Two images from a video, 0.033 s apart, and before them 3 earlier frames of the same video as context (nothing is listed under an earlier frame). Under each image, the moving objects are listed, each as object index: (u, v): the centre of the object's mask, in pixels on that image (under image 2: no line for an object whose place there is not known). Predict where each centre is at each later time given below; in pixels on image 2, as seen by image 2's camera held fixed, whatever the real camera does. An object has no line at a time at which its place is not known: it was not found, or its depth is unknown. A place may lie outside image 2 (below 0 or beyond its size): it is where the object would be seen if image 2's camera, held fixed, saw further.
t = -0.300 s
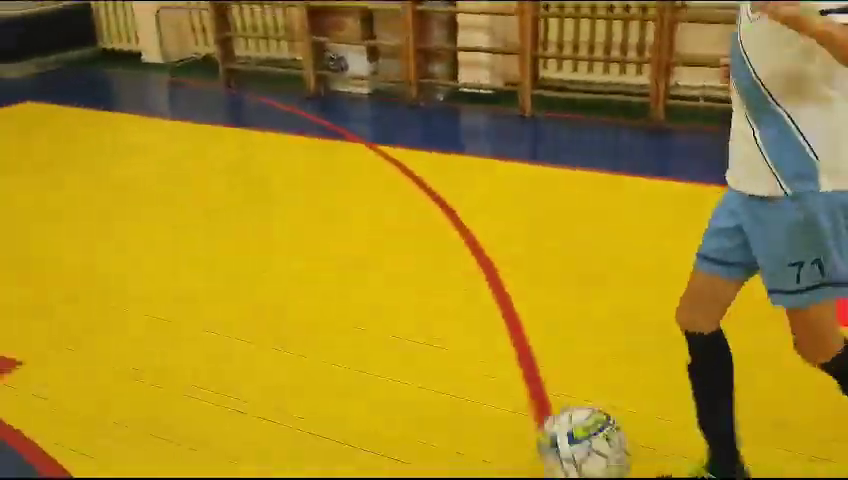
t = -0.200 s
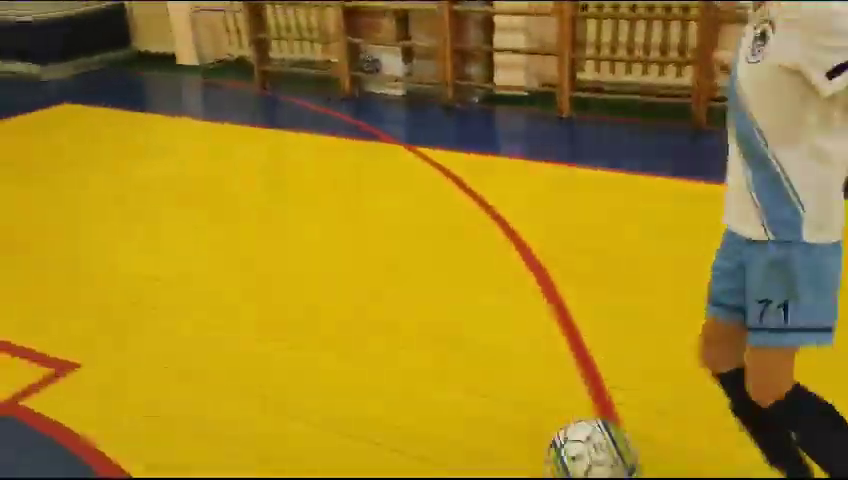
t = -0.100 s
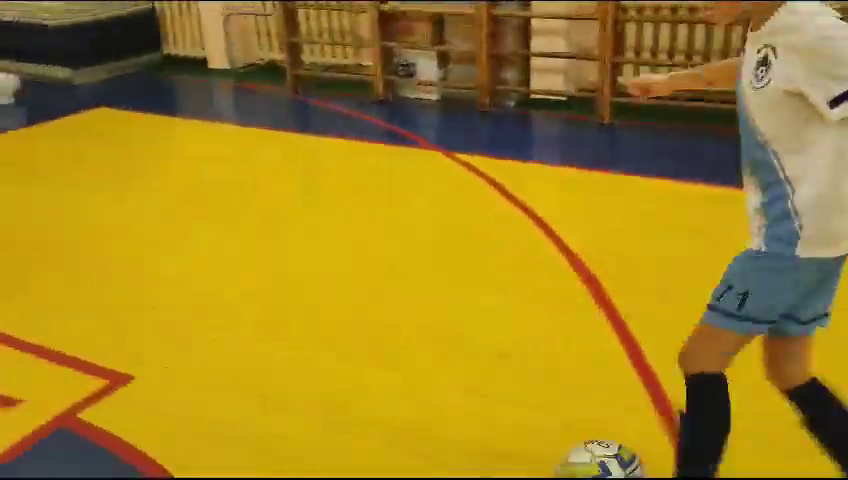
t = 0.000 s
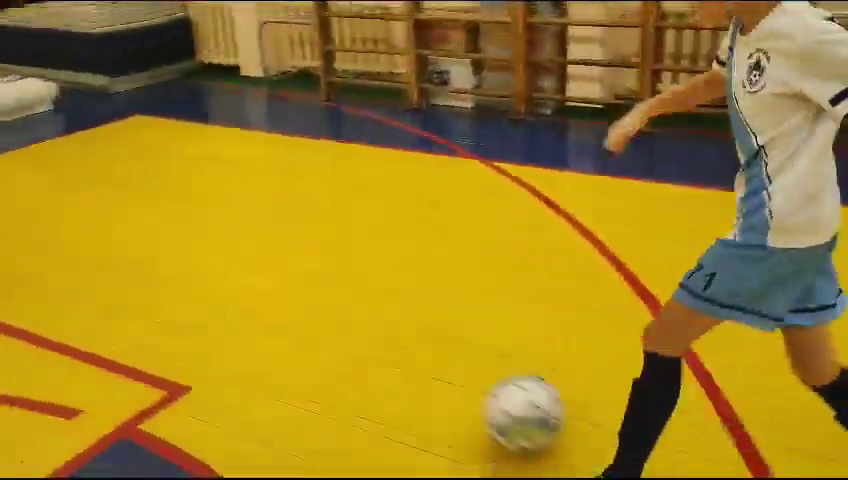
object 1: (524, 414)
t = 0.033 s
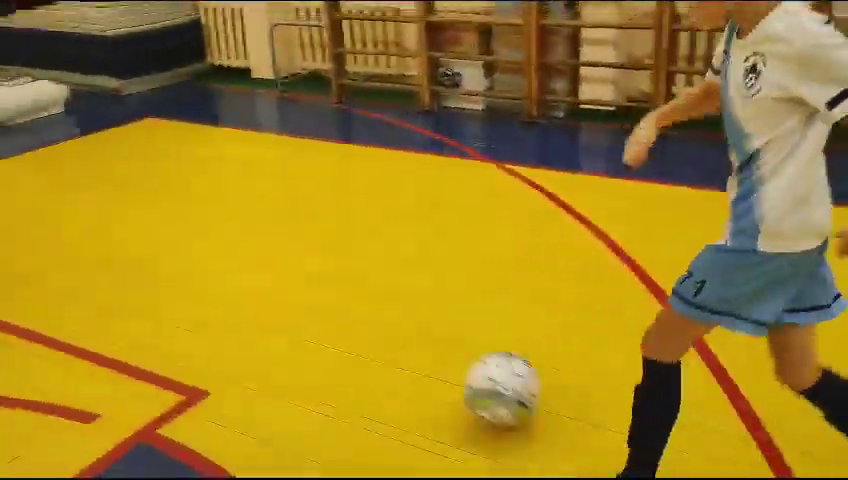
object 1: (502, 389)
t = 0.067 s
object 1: (471, 364)
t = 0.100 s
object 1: (446, 343)
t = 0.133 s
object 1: (423, 324)
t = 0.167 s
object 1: (400, 306)
